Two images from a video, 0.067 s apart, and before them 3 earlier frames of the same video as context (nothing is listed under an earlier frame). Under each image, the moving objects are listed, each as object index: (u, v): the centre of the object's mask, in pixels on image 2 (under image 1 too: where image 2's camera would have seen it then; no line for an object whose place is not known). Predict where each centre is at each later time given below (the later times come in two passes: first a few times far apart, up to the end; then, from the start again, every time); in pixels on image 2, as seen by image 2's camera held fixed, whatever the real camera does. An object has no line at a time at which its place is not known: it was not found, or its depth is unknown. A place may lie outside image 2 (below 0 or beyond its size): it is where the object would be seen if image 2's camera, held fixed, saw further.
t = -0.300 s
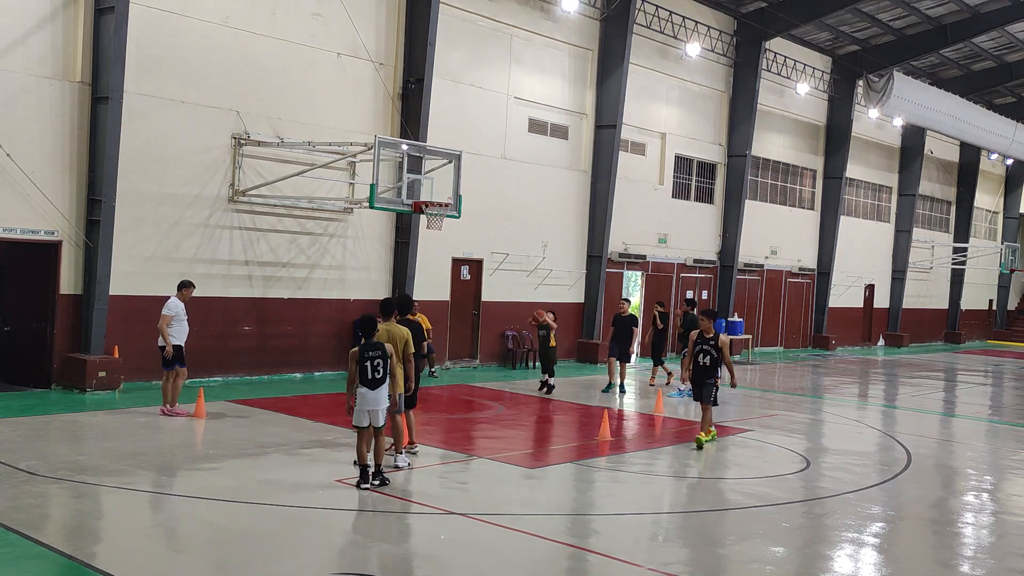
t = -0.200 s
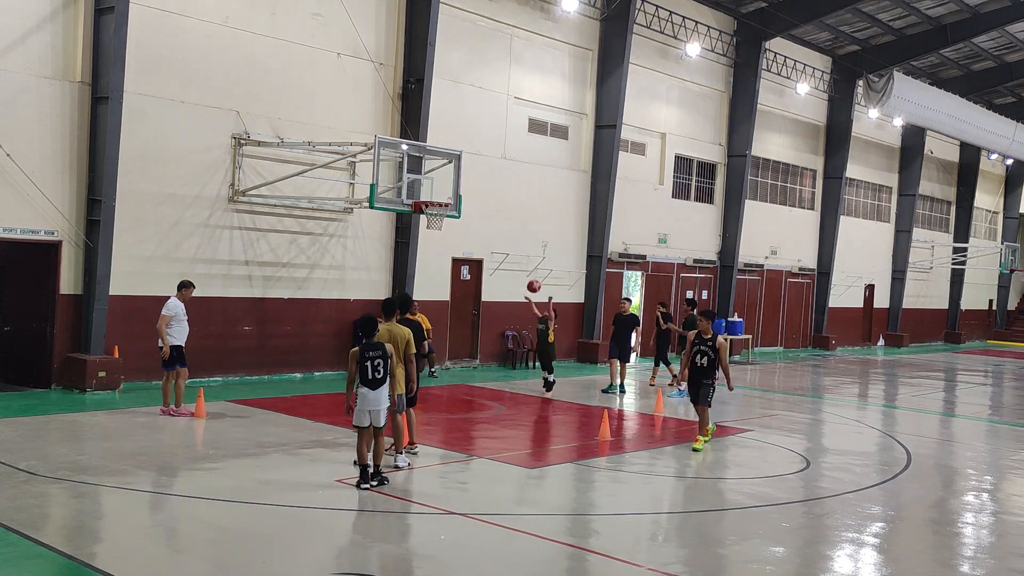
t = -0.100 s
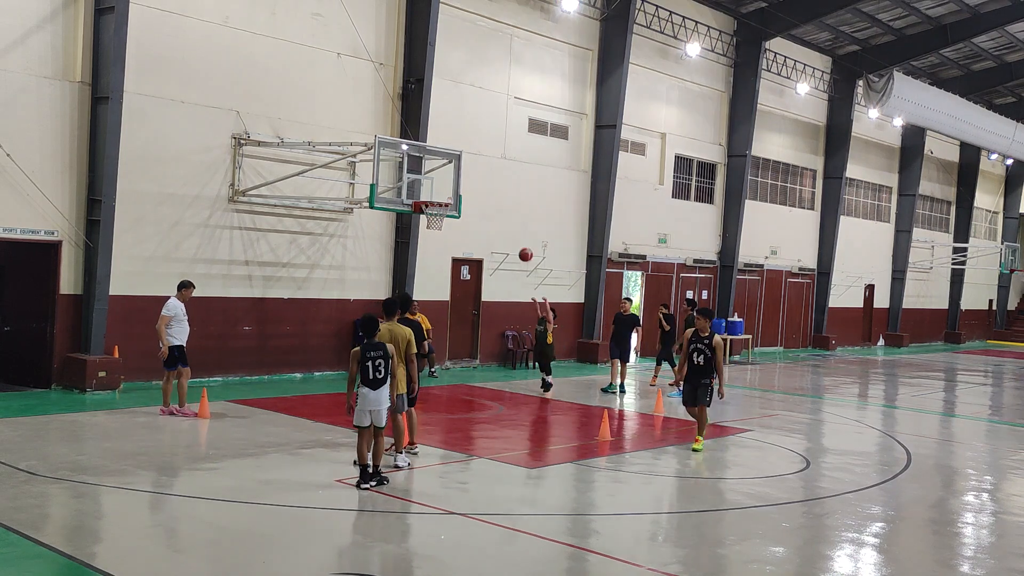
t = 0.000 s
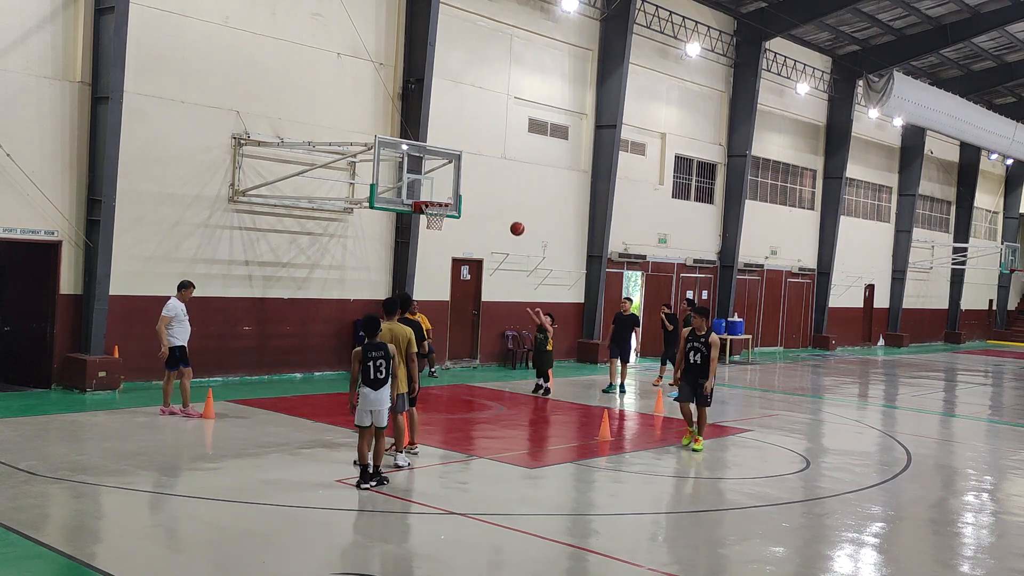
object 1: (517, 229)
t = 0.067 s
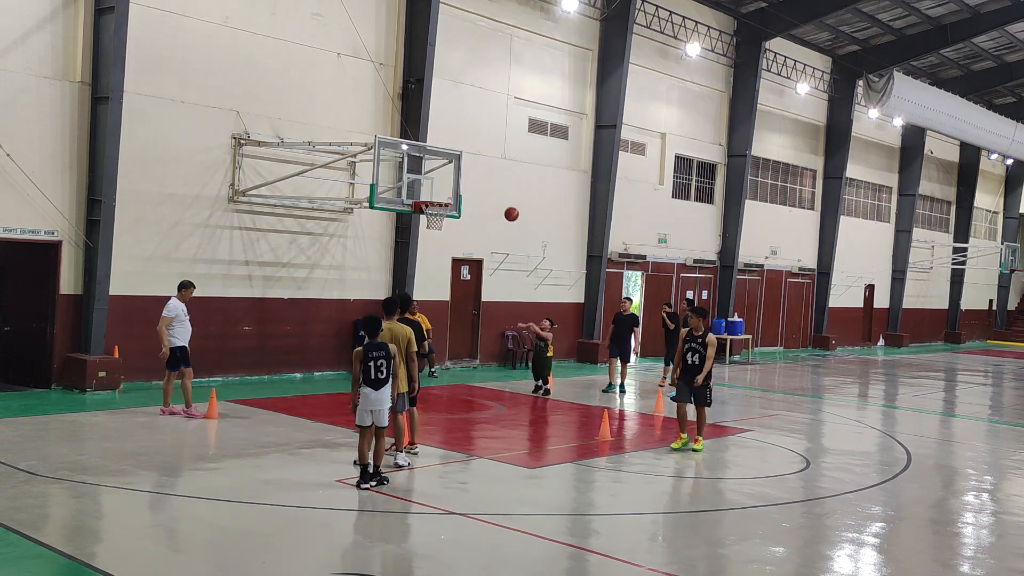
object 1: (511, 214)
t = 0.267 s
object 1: (493, 185)
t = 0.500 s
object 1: (469, 182)
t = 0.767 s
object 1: (452, 189)
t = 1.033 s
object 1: (449, 194)
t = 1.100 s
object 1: (449, 196)
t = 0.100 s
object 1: (508, 207)
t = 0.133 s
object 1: (505, 202)
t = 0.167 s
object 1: (502, 197)
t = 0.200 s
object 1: (499, 192)
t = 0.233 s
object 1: (496, 189)
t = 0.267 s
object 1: (493, 185)
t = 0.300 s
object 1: (490, 183)
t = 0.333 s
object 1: (486, 181)
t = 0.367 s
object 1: (483, 180)
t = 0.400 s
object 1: (480, 180)
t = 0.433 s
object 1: (476, 180)
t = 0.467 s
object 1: (473, 181)
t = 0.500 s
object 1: (469, 182)
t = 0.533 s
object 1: (465, 185)
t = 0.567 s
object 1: (461, 188)
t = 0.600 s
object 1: (458, 192)
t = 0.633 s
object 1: (454, 196)
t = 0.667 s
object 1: (453, 194)
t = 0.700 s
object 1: (453, 192)
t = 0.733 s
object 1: (453, 190)
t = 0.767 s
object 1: (452, 189)
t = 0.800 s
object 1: (452, 189)
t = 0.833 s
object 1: (452, 189)
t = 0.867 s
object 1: (451, 190)
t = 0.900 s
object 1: (451, 192)
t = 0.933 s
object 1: (450, 195)
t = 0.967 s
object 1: (450, 195)
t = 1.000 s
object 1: (450, 194)
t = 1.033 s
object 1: (449, 194)
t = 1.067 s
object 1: (449, 195)
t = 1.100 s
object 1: (449, 196)
